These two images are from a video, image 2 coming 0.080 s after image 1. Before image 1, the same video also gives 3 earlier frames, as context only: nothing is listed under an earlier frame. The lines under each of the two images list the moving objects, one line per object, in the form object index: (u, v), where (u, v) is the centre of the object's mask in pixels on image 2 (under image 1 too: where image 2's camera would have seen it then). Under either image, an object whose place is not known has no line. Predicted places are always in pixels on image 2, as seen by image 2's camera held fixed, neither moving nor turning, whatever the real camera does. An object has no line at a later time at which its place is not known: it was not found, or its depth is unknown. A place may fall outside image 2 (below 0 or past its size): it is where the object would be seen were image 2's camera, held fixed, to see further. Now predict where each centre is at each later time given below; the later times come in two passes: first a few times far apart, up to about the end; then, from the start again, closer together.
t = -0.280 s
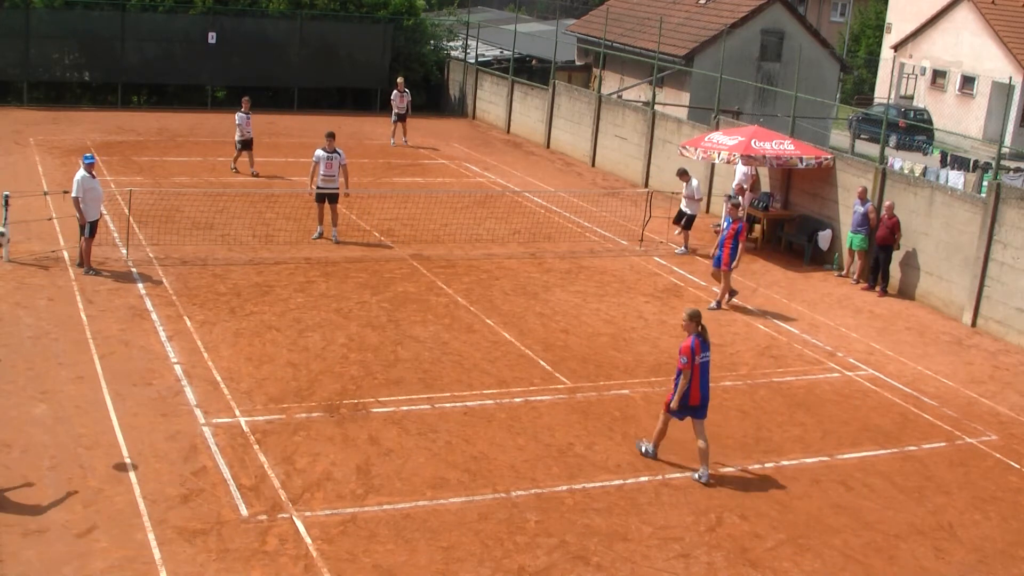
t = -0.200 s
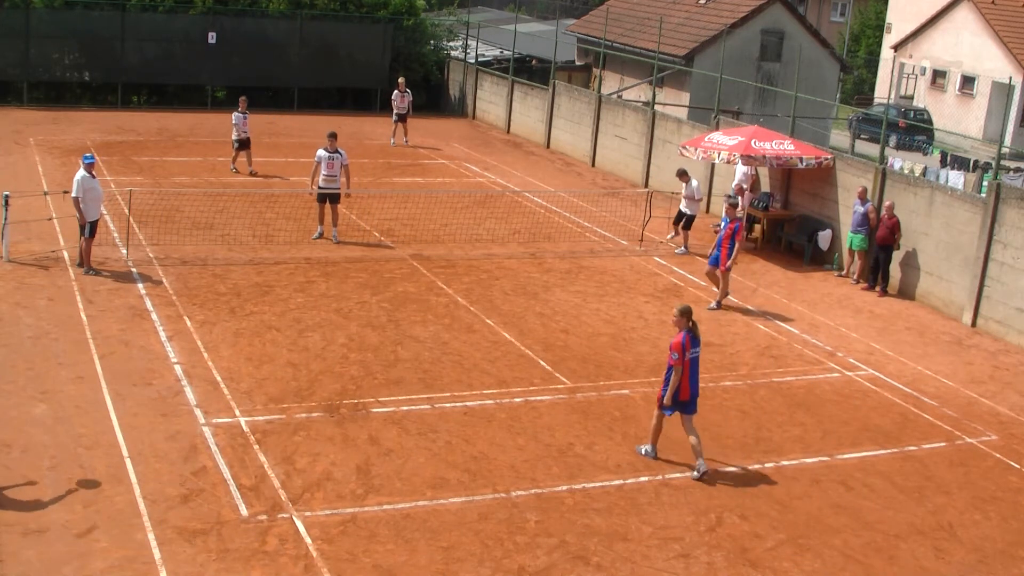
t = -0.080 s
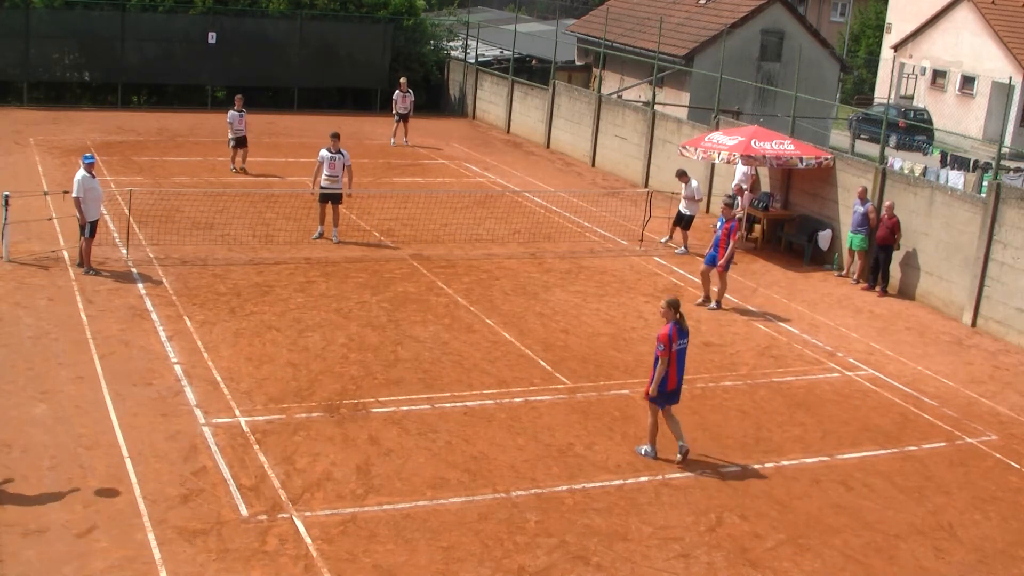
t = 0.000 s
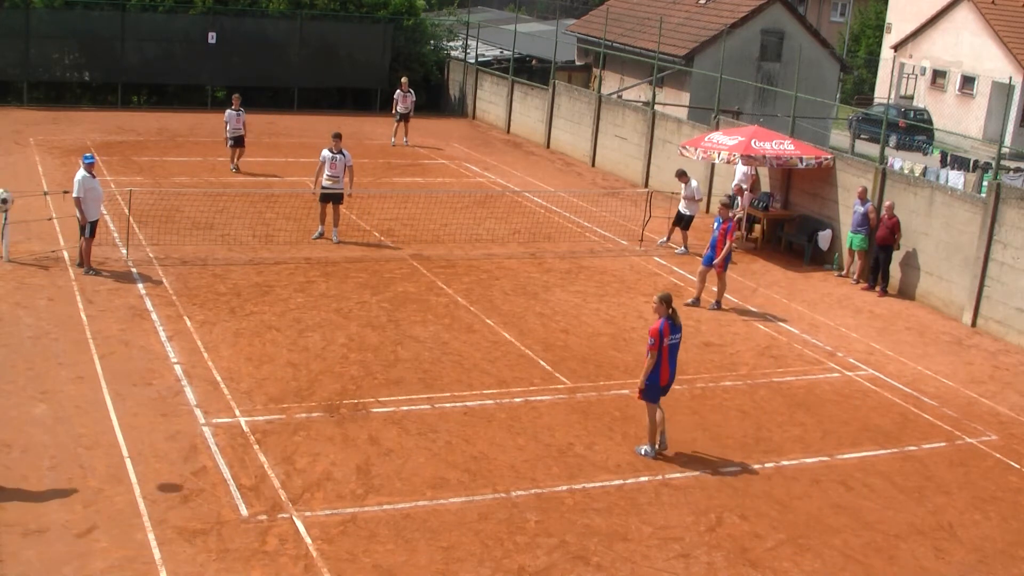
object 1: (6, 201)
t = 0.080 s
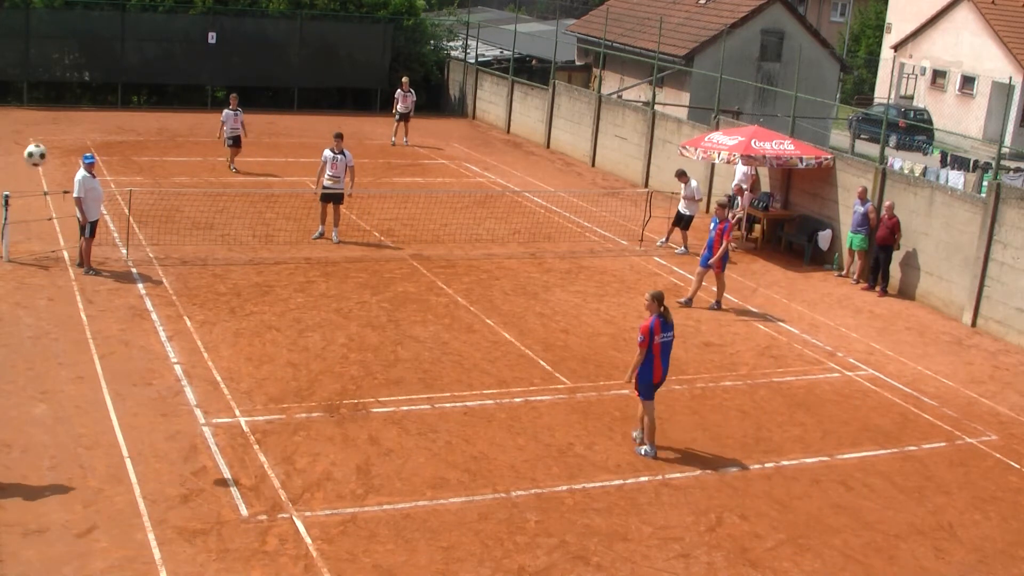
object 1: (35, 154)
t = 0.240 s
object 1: (102, 86)
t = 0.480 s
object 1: (192, 35)
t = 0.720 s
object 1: (270, 41)
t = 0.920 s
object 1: (326, 80)
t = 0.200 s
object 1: (86, 100)
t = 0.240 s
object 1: (102, 86)
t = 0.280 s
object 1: (118, 73)
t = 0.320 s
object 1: (134, 63)
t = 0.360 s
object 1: (149, 53)
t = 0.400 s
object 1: (163, 46)
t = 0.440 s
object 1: (178, 40)
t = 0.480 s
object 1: (192, 35)
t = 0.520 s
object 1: (206, 33)
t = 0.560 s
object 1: (220, 31)
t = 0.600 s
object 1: (232, 32)
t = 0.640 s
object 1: (245, 33)
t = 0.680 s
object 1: (258, 36)
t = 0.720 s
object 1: (270, 41)
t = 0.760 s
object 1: (281, 46)
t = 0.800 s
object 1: (293, 53)
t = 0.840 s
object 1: (304, 61)
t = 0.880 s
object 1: (315, 70)
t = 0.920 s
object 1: (326, 80)
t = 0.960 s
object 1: (336, 91)
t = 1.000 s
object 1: (346, 104)
